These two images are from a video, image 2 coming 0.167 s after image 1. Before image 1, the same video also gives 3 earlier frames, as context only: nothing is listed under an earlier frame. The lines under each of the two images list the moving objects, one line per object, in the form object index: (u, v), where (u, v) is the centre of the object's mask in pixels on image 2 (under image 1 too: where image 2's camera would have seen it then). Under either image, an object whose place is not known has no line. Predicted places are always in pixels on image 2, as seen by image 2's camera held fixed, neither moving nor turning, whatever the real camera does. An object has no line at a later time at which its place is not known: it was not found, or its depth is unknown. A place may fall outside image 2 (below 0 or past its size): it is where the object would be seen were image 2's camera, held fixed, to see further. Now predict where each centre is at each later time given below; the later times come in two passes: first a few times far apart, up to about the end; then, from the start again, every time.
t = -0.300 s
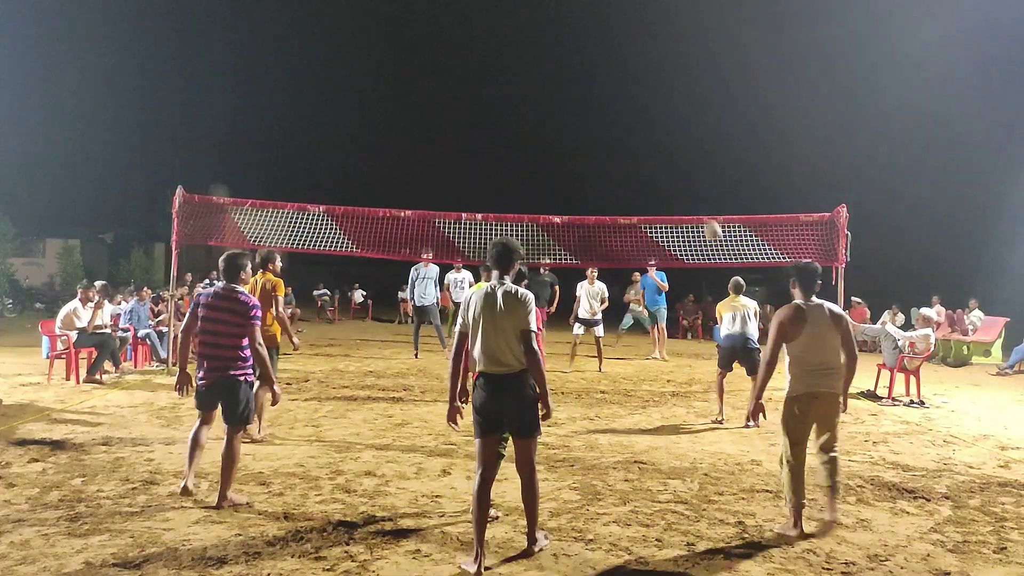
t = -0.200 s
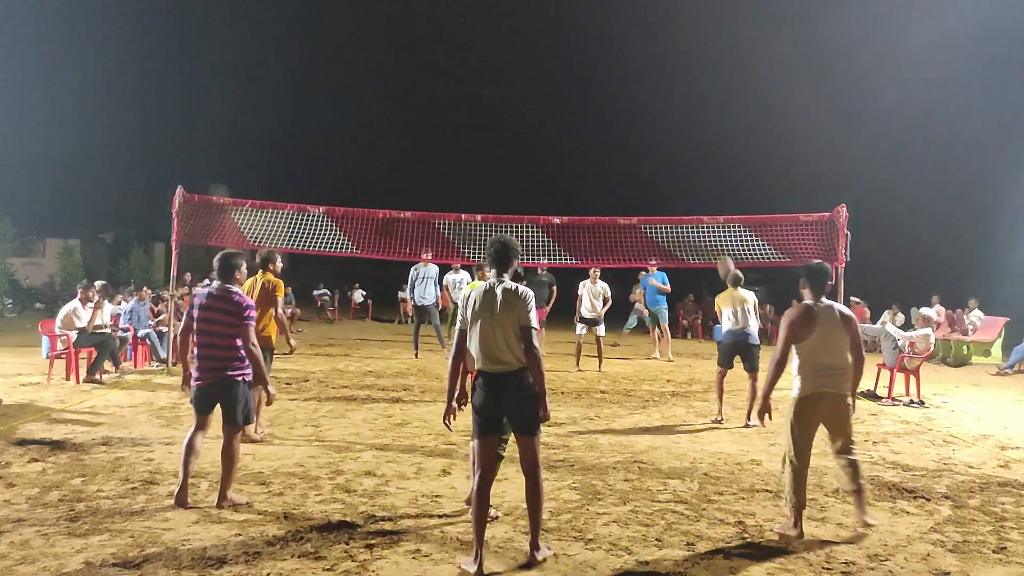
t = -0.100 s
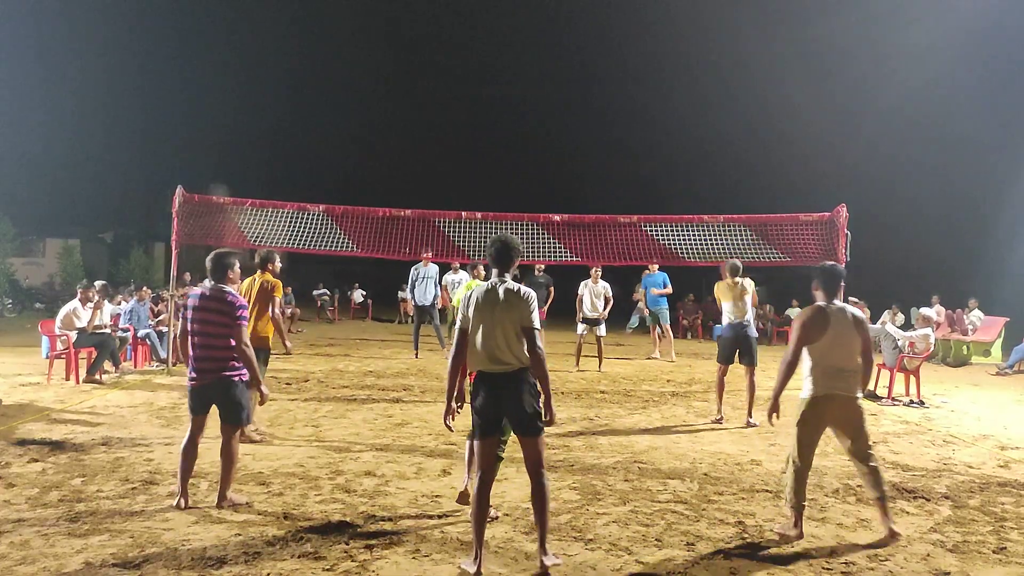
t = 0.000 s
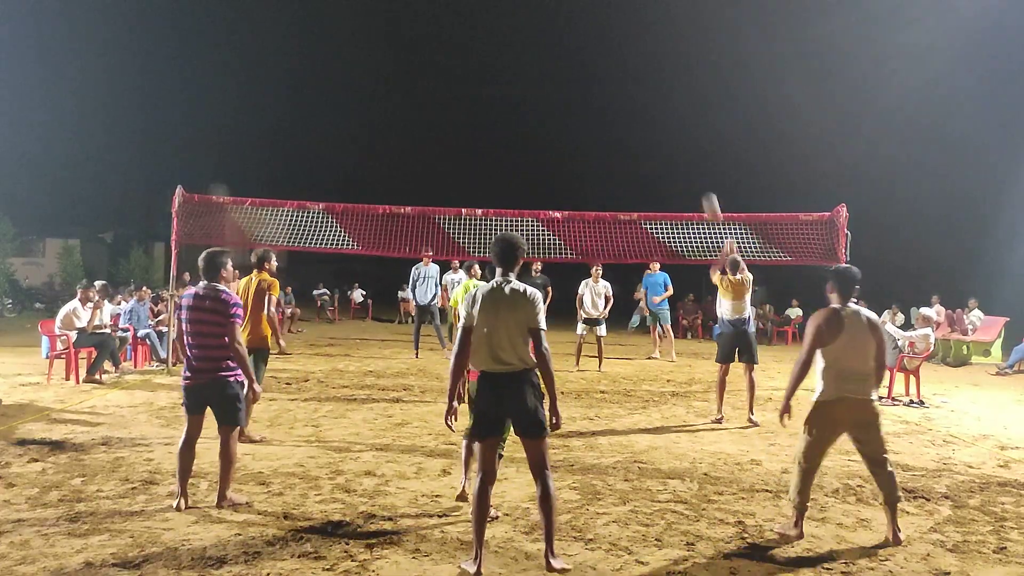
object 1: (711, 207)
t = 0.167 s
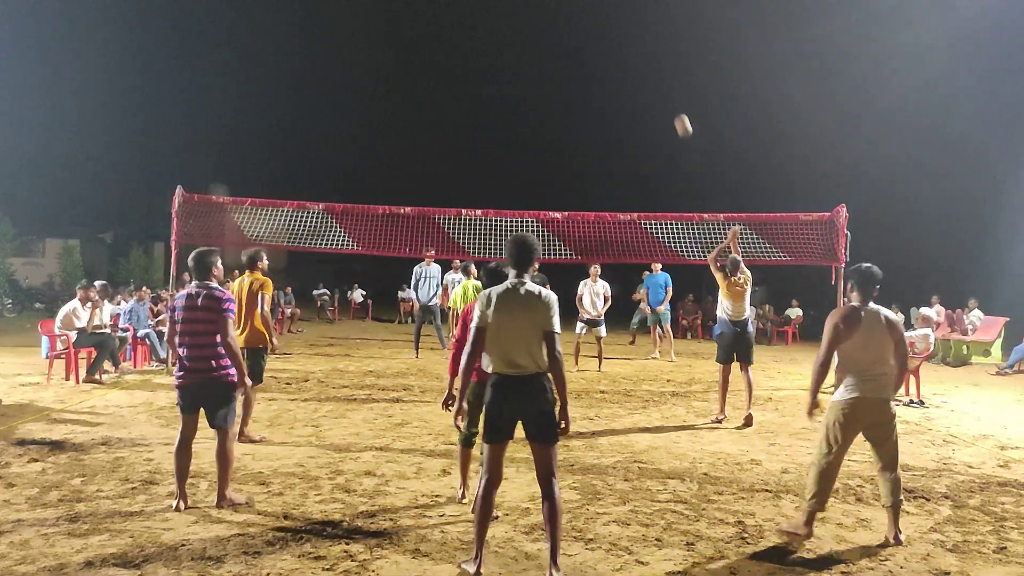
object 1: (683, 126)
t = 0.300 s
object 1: (663, 84)
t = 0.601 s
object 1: (626, 48)
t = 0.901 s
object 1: (596, 71)
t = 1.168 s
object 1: (576, 127)
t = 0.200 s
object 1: (678, 114)
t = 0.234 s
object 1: (673, 103)
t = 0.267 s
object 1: (668, 93)
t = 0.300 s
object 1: (663, 84)
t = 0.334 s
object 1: (658, 76)
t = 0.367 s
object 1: (654, 70)
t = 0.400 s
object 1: (650, 64)
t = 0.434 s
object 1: (645, 59)
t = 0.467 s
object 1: (641, 55)
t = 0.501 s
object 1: (637, 52)
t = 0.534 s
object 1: (633, 50)
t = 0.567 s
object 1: (629, 49)
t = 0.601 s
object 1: (626, 48)
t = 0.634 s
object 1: (622, 48)
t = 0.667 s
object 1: (618, 49)
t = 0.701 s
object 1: (615, 50)
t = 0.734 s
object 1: (612, 52)
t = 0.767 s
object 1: (608, 55)
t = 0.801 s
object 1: (605, 58)
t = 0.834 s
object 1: (602, 62)
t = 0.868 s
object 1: (599, 66)
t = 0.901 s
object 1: (596, 71)
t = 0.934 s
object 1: (594, 77)
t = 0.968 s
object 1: (591, 83)
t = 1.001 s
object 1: (588, 89)
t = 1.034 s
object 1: (586, 96)
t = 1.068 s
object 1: (583, 103)
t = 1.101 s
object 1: (581, 111)
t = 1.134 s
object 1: (578, 119)
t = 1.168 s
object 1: (576, 127)
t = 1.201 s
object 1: (574, 136)
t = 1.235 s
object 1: (571, 146)
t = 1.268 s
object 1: (569, 156)
